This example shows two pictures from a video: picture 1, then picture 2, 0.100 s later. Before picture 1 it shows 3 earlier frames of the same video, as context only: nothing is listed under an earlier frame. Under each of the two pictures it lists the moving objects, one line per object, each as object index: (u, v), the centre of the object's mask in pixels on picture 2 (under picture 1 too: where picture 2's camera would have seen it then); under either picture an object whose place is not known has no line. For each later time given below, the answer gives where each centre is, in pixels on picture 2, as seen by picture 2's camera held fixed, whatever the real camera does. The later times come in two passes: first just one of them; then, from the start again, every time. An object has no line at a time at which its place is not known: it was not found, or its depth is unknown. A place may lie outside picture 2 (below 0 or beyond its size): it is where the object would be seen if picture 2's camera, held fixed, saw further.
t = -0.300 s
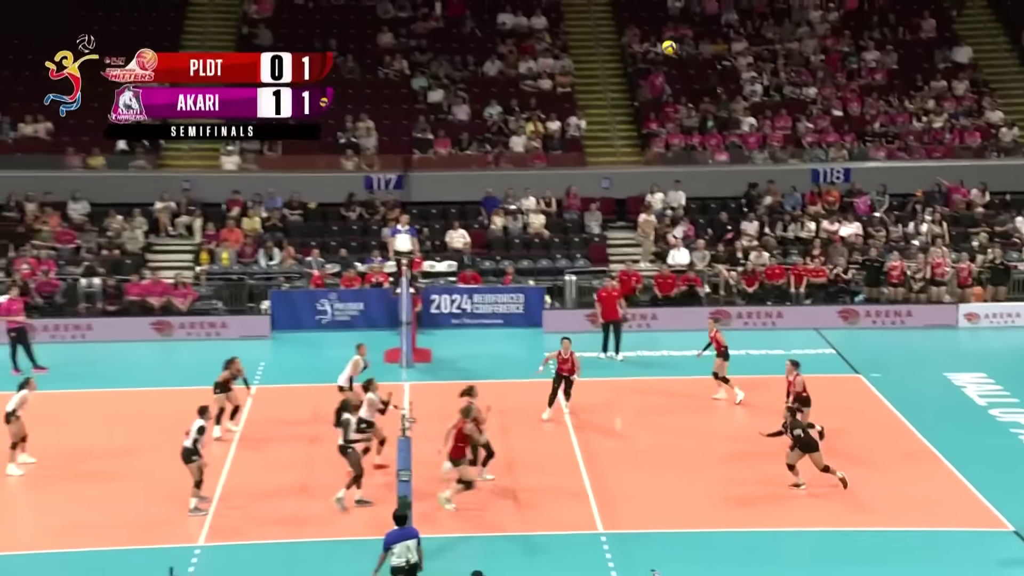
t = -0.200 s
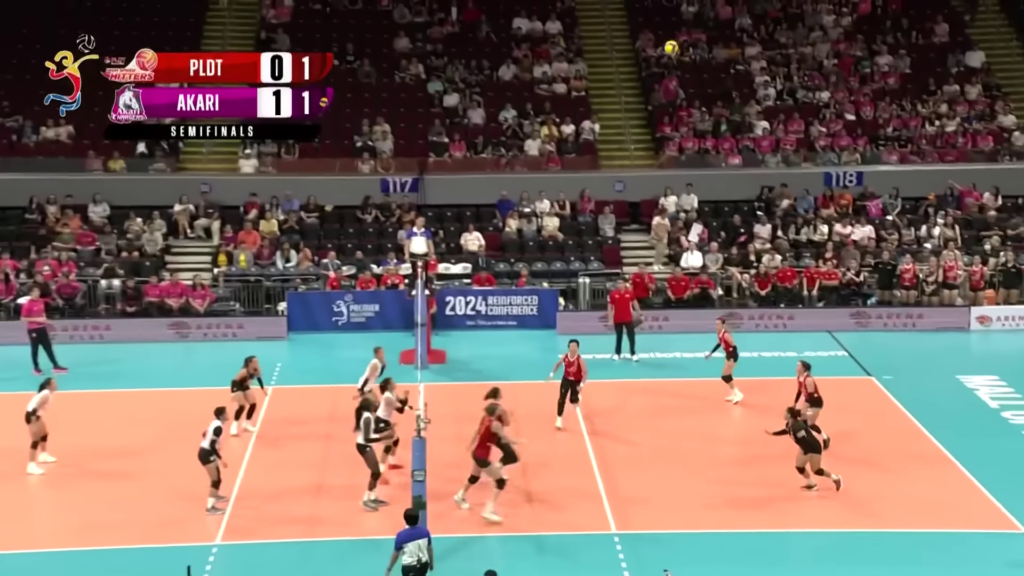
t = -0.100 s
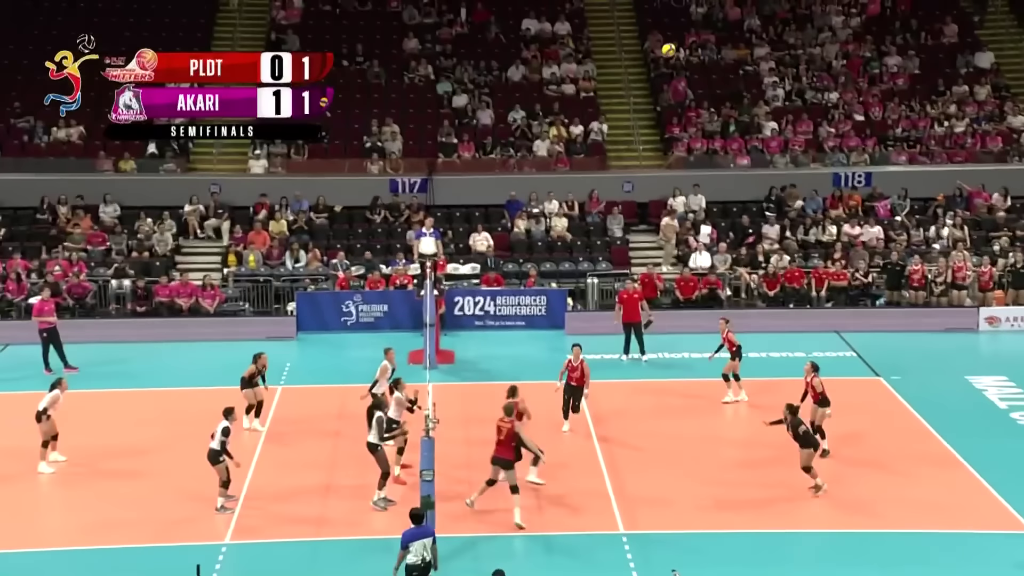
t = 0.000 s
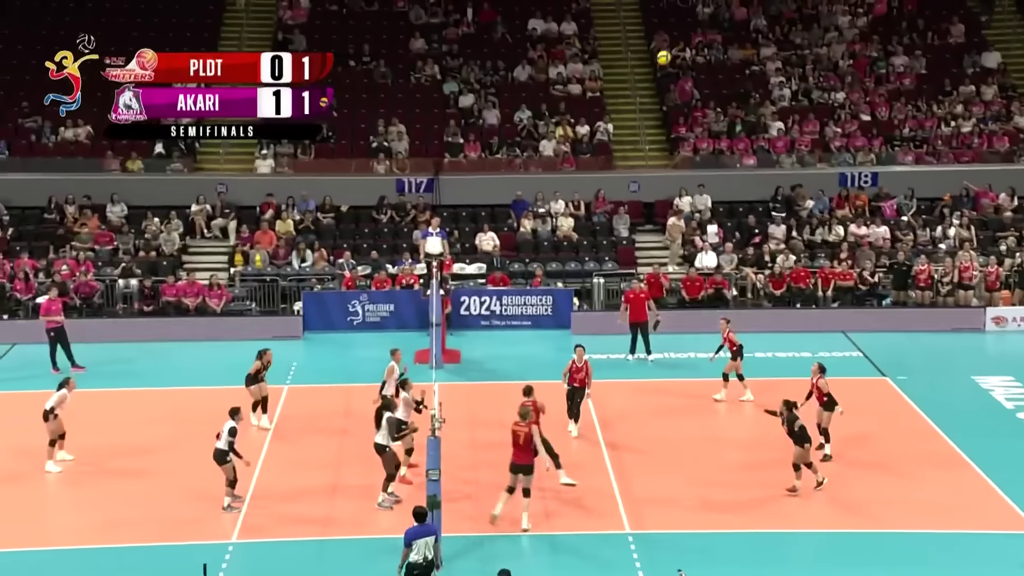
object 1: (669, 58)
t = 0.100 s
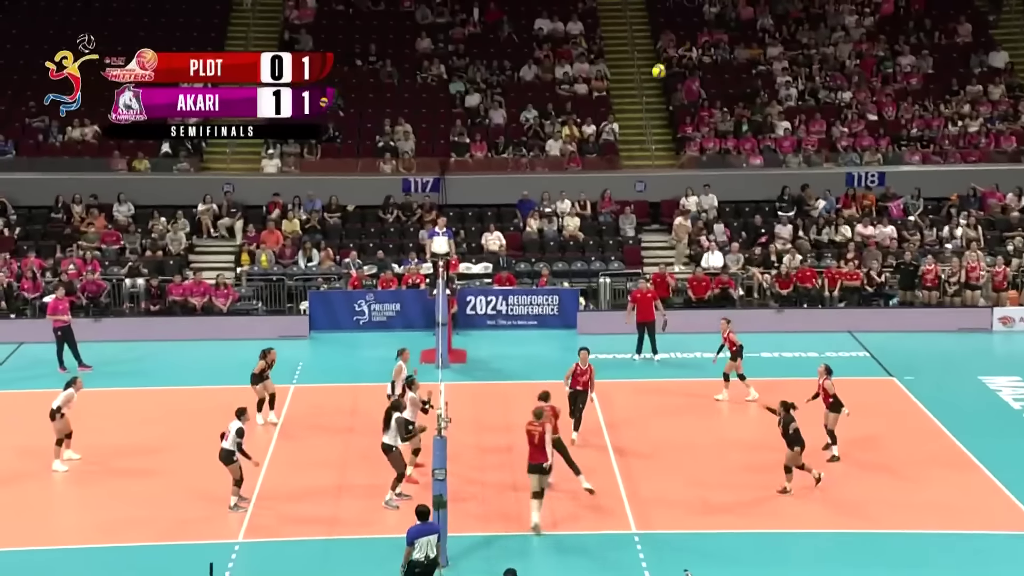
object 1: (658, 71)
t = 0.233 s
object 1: (644, 98)
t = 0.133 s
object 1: (655, 77)
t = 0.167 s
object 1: (651, 83)
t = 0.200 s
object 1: (648, 90)
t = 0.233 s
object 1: (644, 98)
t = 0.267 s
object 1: (640, 106)
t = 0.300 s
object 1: (636, 115)
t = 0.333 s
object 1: (633, 124)
